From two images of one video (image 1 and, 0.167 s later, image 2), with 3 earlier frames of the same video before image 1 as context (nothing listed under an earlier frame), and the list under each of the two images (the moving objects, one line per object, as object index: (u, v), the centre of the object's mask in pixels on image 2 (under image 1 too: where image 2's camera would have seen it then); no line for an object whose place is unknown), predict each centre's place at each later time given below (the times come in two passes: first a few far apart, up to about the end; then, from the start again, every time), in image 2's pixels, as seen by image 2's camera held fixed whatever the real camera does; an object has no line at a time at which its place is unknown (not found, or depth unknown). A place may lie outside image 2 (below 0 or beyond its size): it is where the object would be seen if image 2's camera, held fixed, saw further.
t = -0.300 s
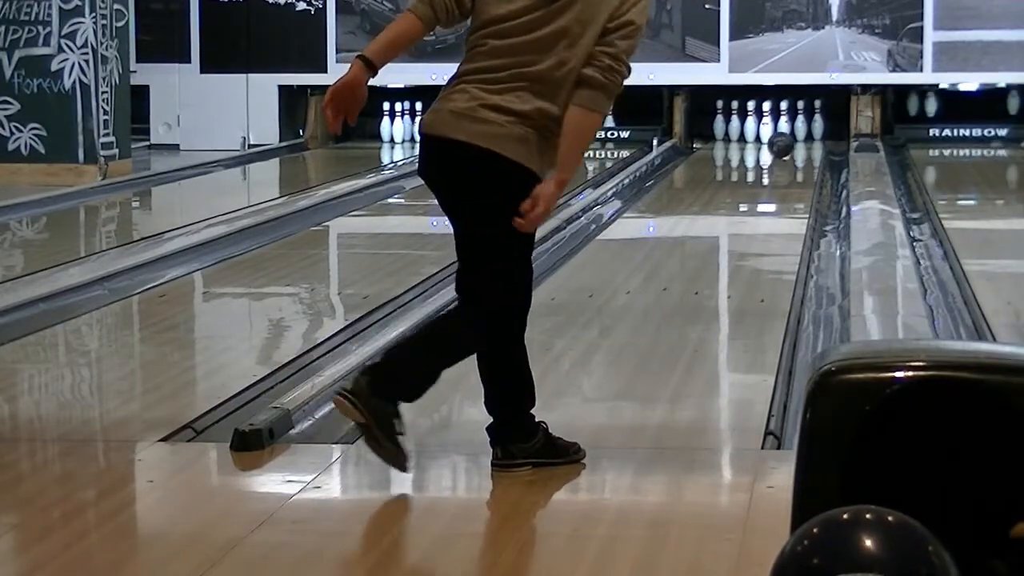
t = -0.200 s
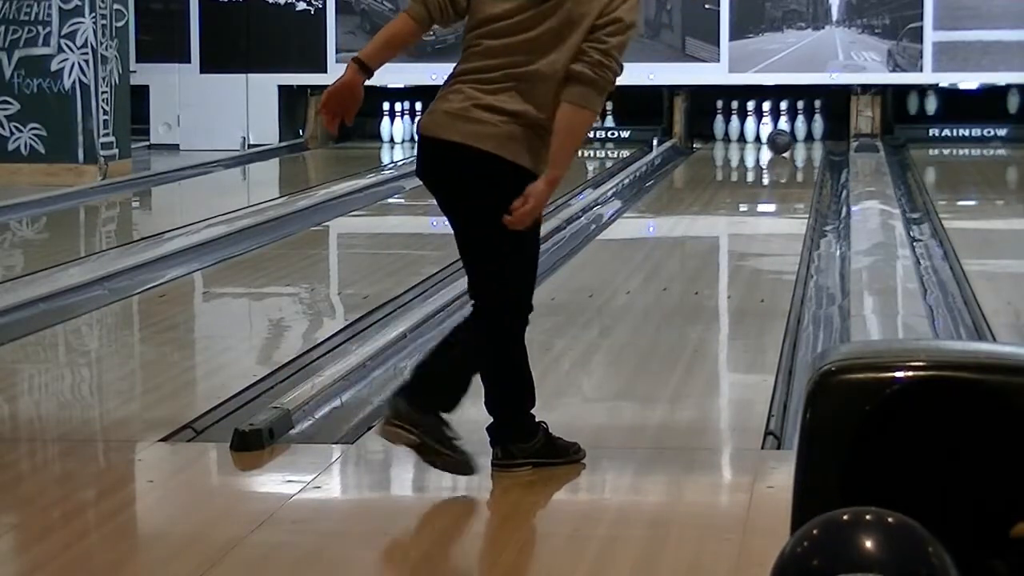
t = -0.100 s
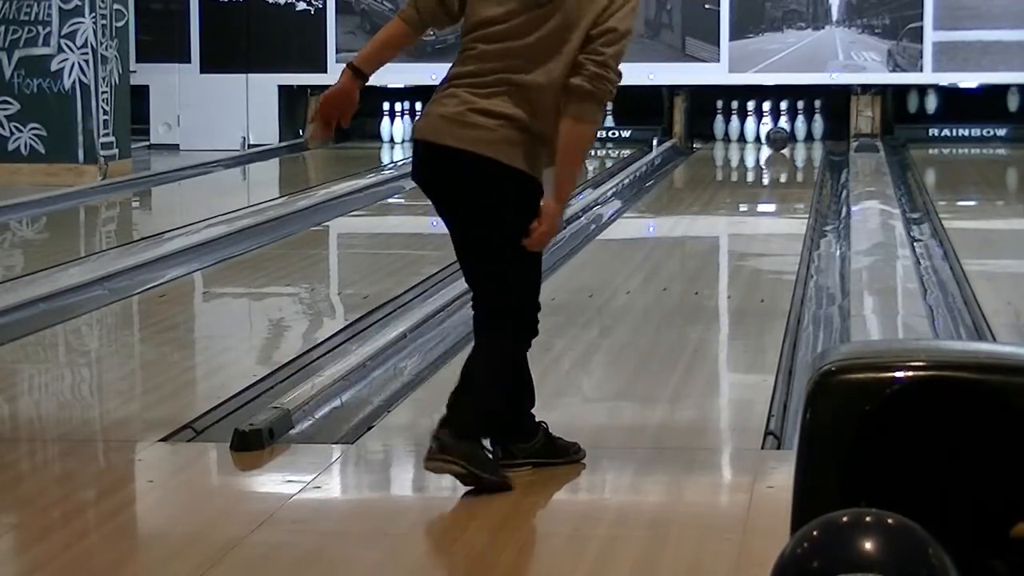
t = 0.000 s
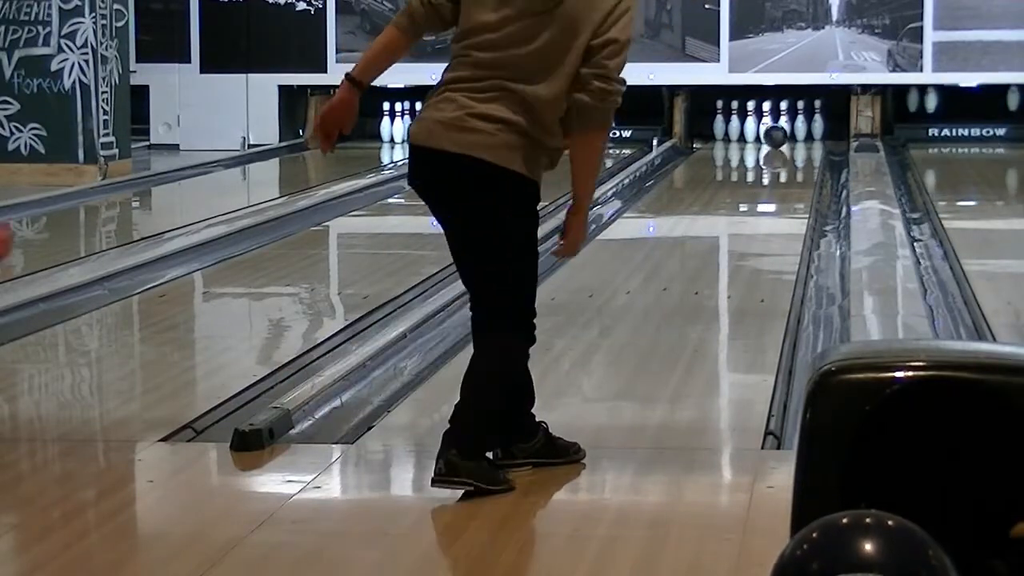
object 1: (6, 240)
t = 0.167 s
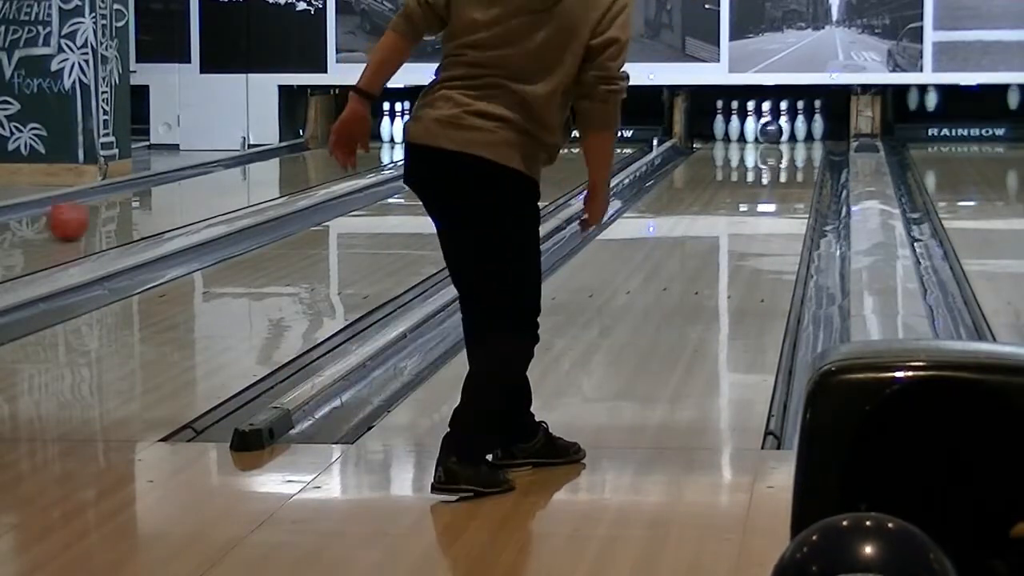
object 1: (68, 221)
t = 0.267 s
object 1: (109, 211)
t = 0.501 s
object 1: (189, 192)
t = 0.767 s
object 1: (260, 174)
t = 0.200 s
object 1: (82, 217)
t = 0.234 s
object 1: (95, 214)
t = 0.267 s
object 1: (109, 211)
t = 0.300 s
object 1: (122, 208)
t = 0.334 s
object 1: (134, 205)
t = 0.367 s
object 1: (146, 203)
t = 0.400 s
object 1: (158, 200)
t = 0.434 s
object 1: (168, 197)
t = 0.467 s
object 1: (179, 195)
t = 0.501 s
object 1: (189, 192)
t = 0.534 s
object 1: (199, 190)
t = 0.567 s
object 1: (209, 187)
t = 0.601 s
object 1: (218, 186)
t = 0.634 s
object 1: (227, 183)
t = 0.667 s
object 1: (235, 181)
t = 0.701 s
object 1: (244, 178)
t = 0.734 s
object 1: (252, 177)
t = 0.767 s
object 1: (260, 174)
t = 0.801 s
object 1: (268, 172)
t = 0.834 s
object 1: (275, 170)
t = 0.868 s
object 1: (282, 169)
